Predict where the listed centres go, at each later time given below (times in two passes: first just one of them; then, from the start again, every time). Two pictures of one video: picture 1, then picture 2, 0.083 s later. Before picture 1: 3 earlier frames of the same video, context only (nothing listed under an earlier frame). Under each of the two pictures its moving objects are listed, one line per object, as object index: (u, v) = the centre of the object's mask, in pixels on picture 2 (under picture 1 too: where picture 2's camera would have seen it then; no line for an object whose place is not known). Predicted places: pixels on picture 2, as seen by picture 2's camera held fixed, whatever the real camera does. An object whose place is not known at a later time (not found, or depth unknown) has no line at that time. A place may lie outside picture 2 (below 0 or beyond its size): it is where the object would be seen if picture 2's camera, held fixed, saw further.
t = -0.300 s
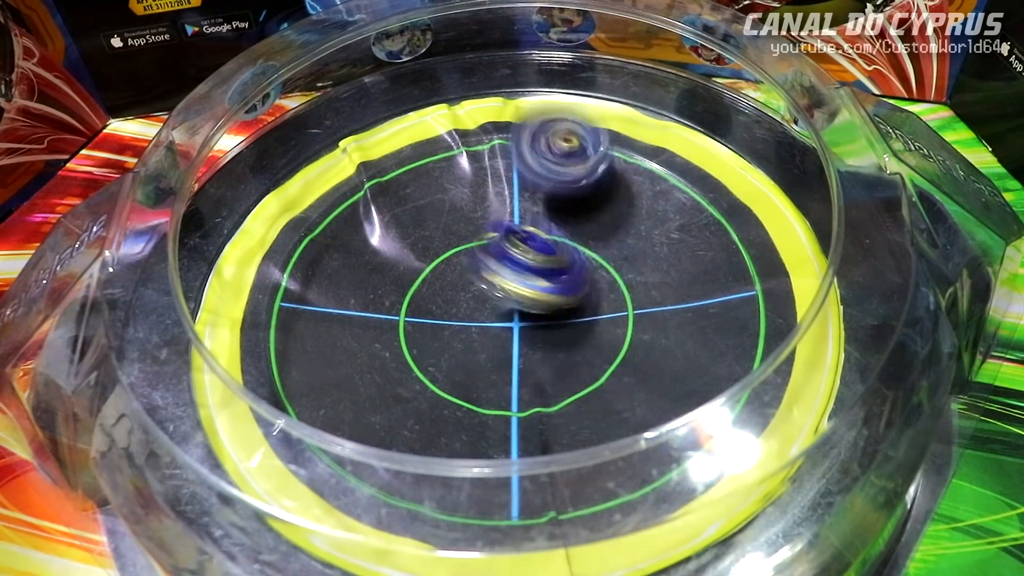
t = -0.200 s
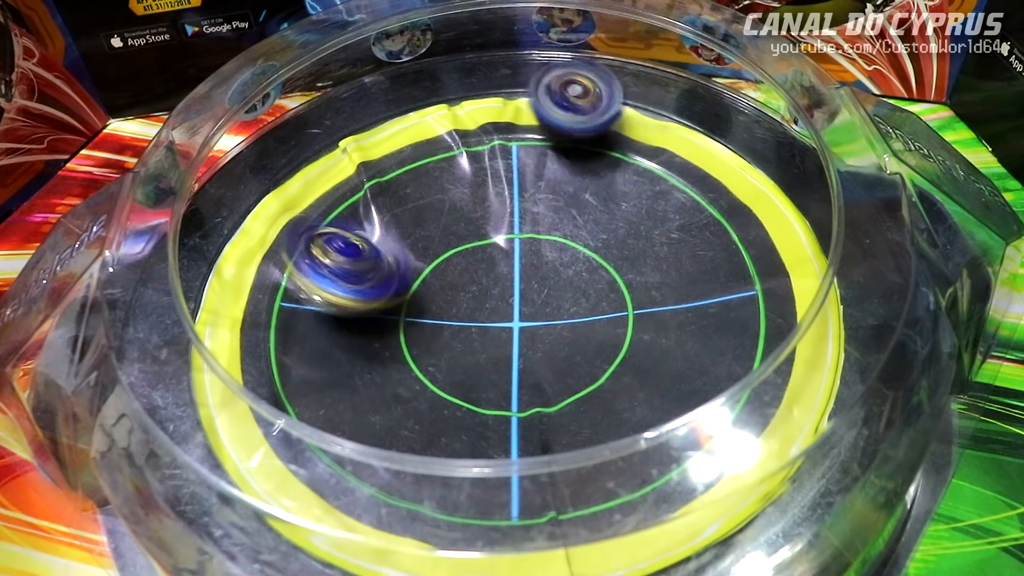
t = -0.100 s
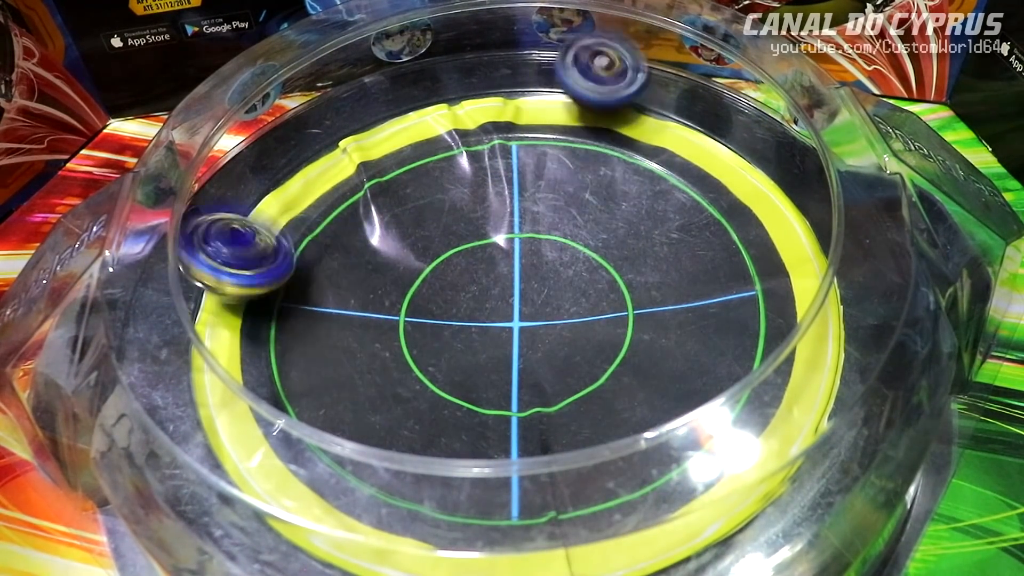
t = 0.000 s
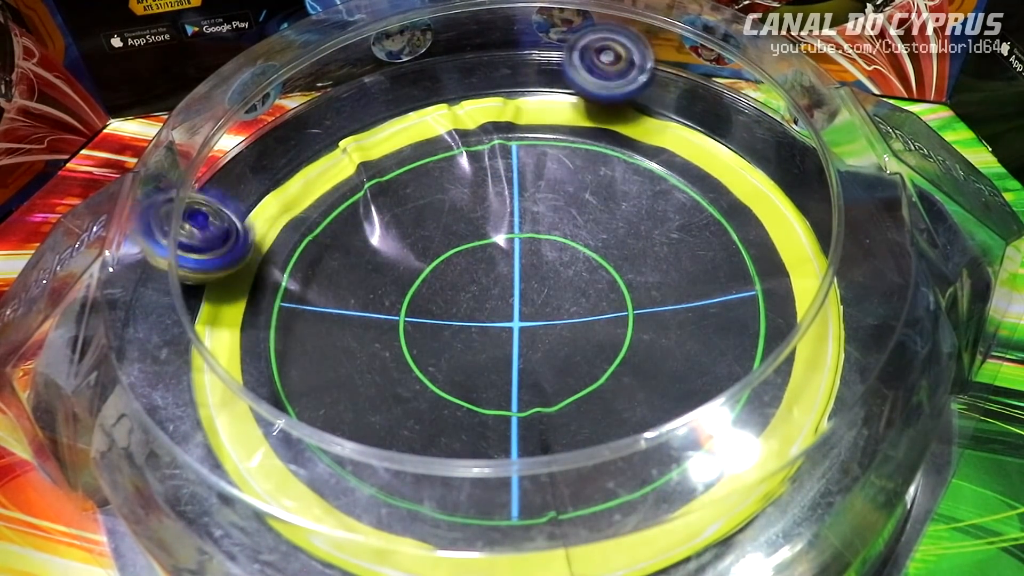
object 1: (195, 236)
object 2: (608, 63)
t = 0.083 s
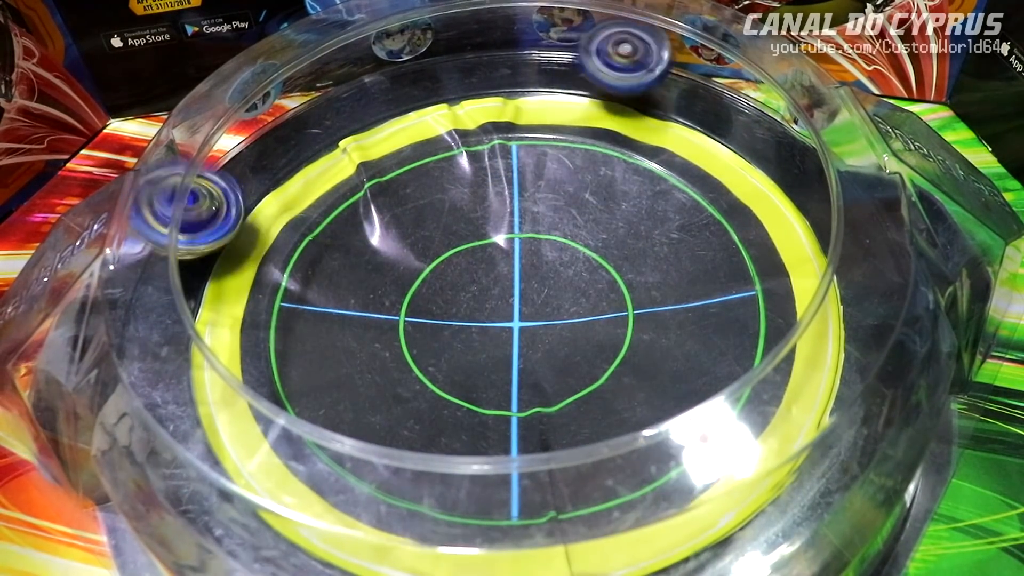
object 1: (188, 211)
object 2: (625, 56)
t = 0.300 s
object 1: (273, 173)
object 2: (692, 79)
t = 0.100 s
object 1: (193, 211)
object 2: (629, 56)
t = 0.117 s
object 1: (195, 209)
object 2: (631, 57)
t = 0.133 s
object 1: (205, 209)
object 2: (634, 59)
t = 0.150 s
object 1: (208, 207)
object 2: (639, 60)
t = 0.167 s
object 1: (223, 204)
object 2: (643, 61)
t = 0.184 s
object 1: (227, 202)
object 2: (650, 63)
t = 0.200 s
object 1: (230, 196)
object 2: (656, 64)
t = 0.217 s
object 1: (234, 192)
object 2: (662, 66)
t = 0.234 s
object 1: (240, 186)
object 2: (668, 67)
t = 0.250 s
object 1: (248, 181)
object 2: (673, 71)
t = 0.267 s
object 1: (257, 180)
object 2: (679, 74)
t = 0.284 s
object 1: (266, 178)
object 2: (686, 77)
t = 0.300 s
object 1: (273, 173)
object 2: (692, 79)
